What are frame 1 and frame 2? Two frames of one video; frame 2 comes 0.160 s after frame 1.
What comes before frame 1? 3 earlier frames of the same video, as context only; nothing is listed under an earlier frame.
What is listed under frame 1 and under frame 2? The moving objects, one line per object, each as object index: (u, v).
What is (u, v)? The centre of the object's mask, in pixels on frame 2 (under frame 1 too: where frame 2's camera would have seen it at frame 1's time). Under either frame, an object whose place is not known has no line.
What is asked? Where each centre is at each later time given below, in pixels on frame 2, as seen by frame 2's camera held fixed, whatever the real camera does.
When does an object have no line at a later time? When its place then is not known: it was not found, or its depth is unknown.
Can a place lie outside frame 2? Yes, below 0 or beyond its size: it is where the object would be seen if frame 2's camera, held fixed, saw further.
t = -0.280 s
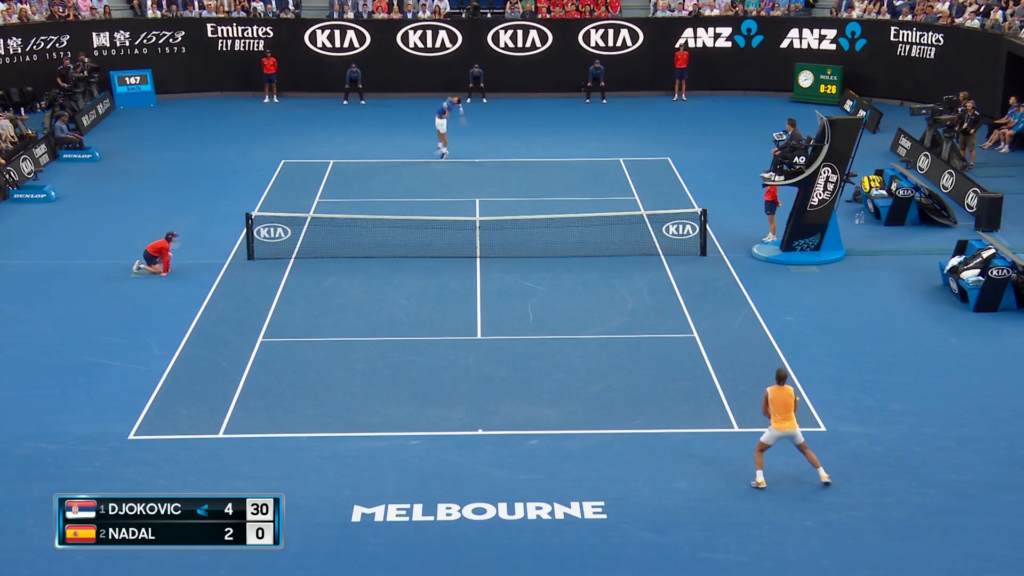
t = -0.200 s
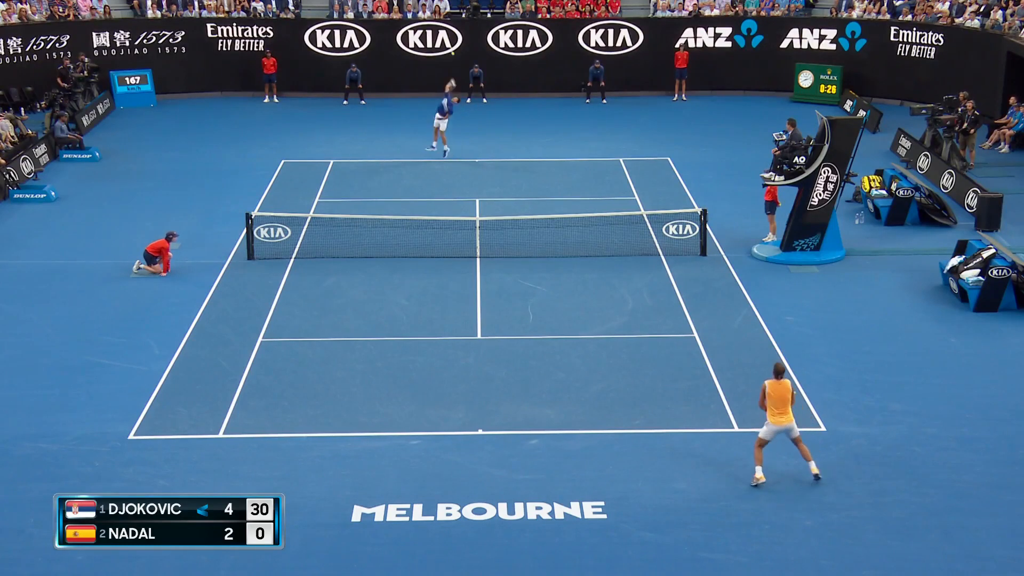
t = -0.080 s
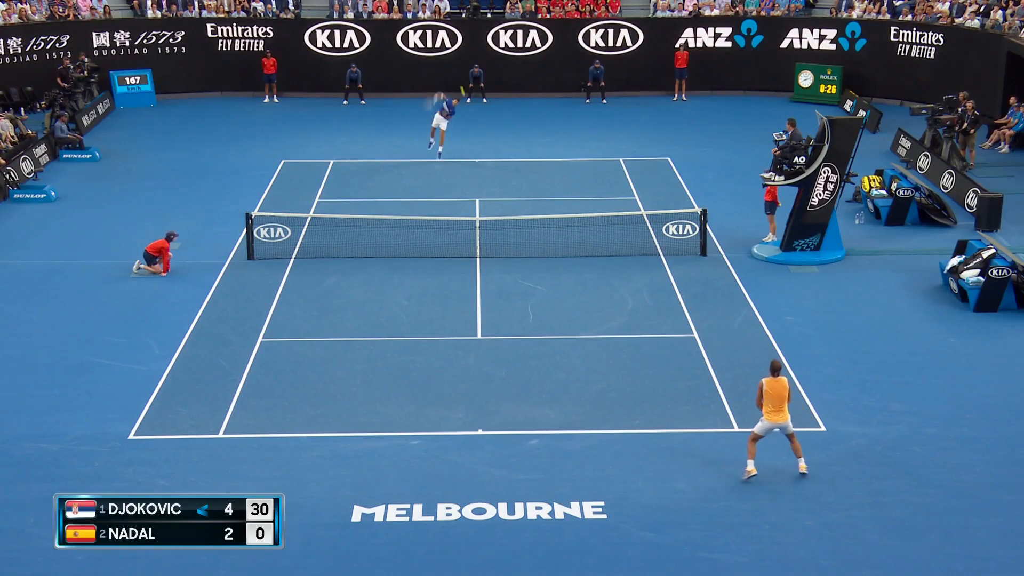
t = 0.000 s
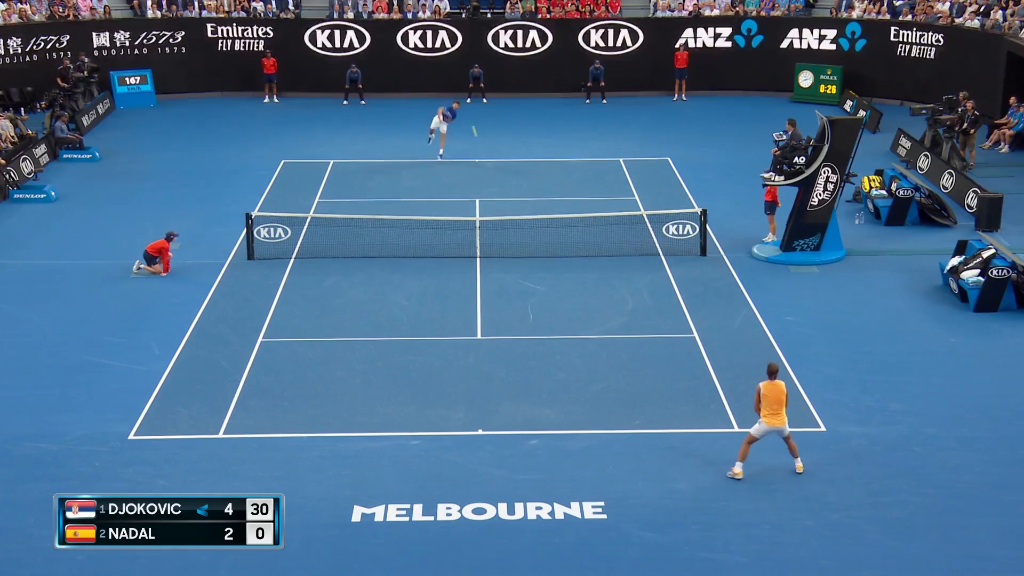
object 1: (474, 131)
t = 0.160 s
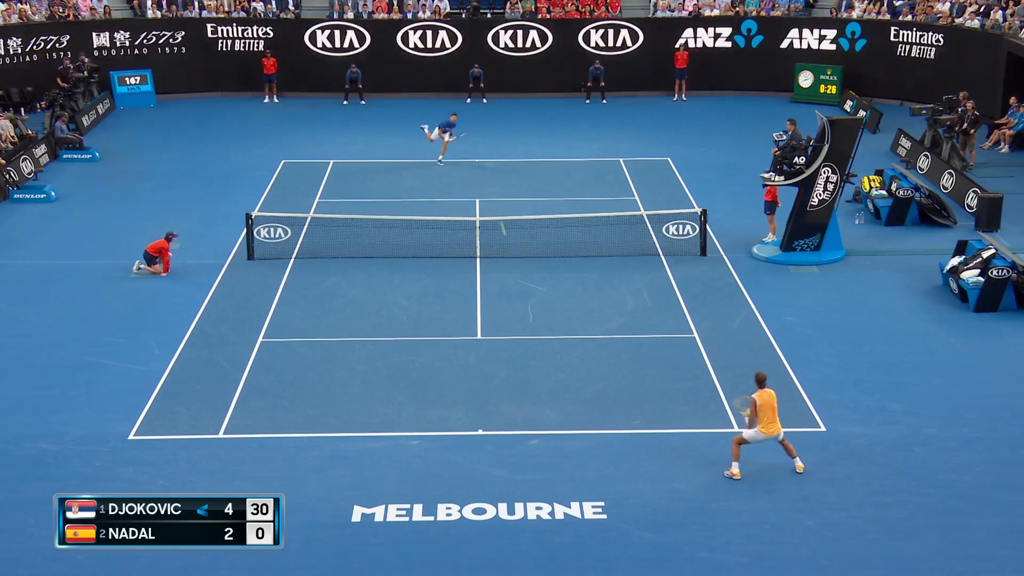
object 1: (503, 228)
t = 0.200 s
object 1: (511, 257)
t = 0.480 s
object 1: (573, 353)
